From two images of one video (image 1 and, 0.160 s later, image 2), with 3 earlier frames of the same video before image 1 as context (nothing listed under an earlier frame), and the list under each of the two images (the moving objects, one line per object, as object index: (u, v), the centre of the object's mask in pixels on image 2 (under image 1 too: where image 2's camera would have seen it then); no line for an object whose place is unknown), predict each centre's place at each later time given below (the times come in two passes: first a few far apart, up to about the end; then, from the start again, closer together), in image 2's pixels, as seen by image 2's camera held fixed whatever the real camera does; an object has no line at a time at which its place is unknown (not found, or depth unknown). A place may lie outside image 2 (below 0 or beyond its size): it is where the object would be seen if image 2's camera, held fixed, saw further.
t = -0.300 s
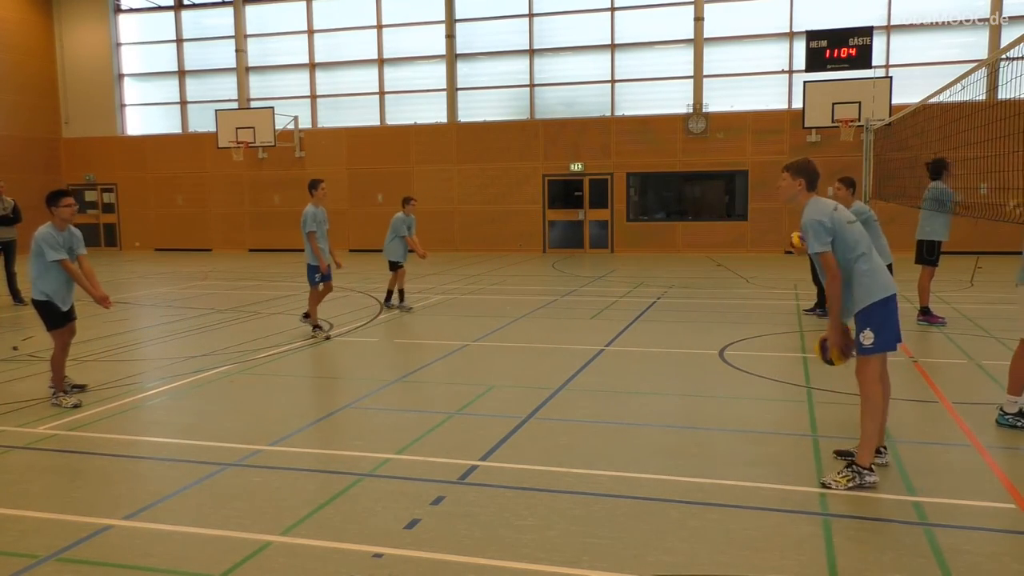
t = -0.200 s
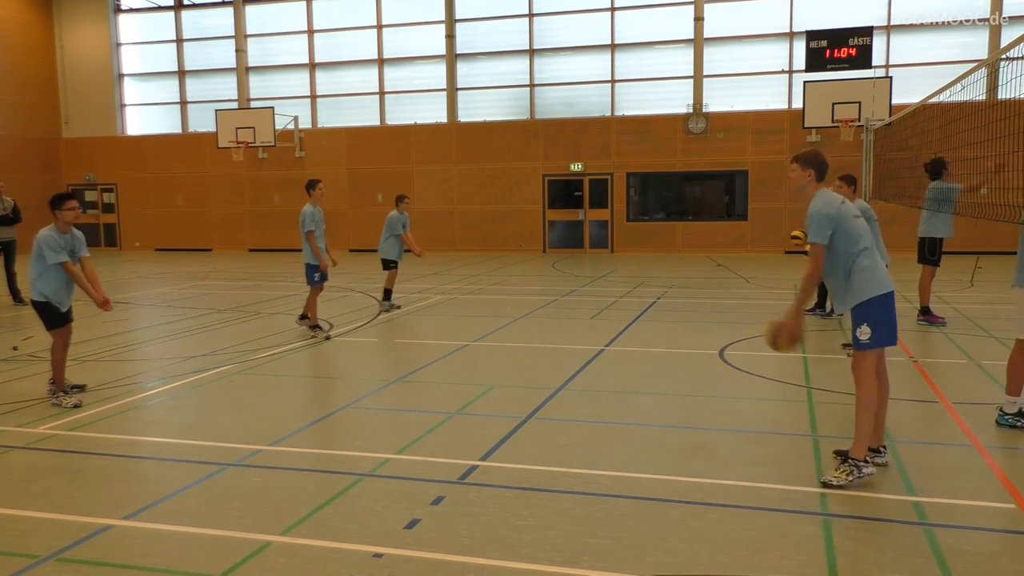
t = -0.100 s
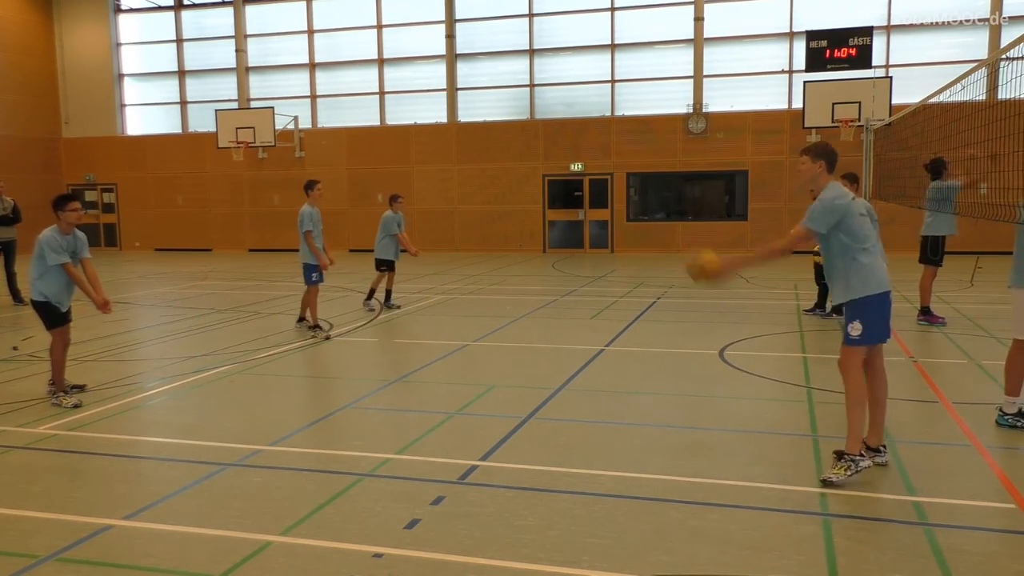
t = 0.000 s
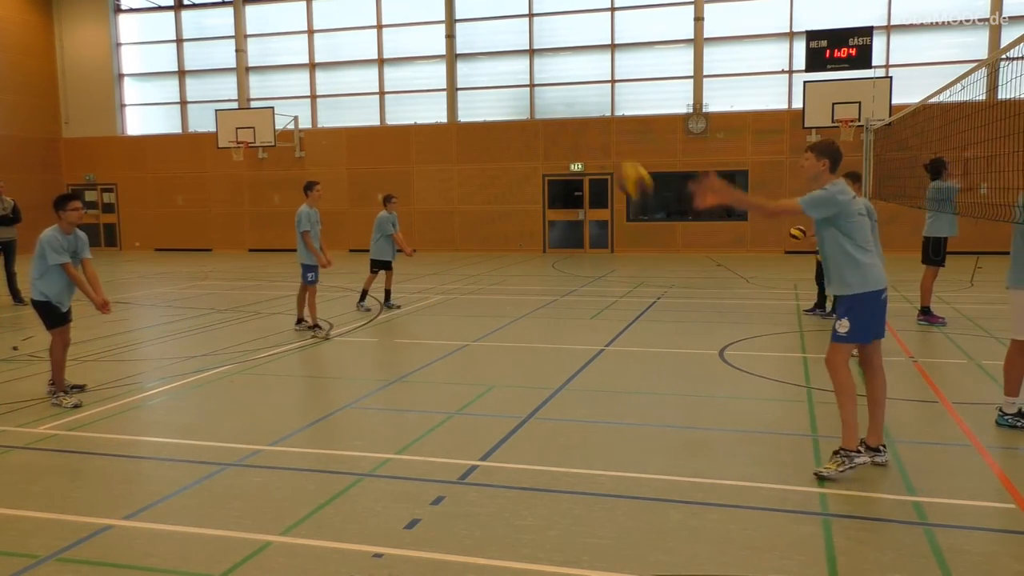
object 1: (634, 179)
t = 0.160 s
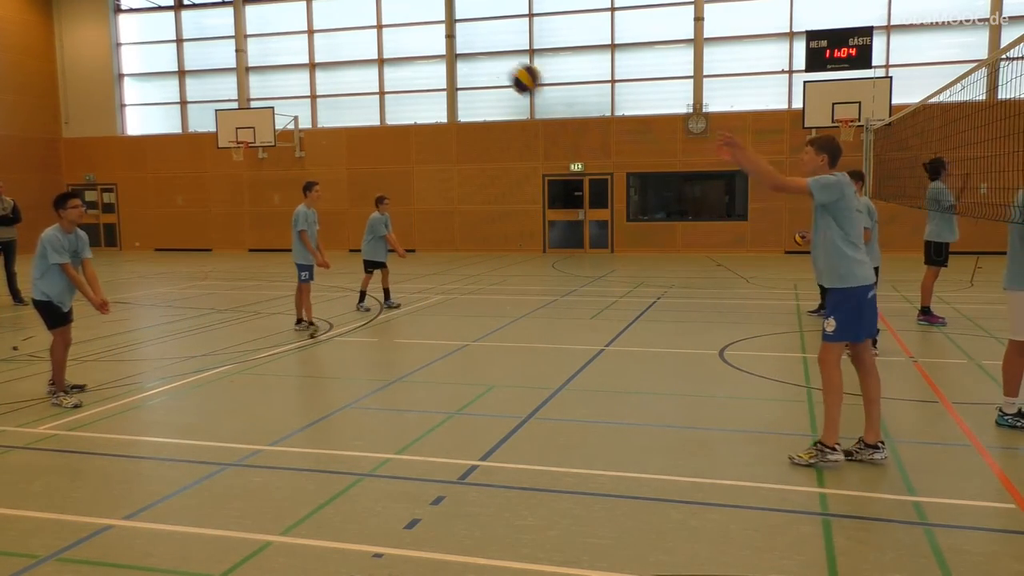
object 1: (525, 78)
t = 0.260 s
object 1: (462, 38)
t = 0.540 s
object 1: (310, 11)
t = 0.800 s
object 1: (192, 81)
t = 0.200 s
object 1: (500, 60)
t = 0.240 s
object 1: (475, 45)
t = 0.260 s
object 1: (462, 38)
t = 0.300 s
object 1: (440, 27)
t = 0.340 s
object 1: (417, 18)
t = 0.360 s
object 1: (405, 14)
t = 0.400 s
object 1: (383, 11)
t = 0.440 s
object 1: (362, 10)
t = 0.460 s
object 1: (351, 9)
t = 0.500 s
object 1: (330, 10)
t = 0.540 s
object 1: (310, 11)
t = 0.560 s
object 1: (300, 12)
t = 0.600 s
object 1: (280, 18)
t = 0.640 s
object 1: (262, 27)
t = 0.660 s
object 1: (251, 32)
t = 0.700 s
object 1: (234, 43)
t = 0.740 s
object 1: (217, 56)
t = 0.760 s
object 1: (208, 64)
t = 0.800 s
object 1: (192, 81)
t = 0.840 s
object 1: (176, 98)
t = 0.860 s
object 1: (168, 108)
